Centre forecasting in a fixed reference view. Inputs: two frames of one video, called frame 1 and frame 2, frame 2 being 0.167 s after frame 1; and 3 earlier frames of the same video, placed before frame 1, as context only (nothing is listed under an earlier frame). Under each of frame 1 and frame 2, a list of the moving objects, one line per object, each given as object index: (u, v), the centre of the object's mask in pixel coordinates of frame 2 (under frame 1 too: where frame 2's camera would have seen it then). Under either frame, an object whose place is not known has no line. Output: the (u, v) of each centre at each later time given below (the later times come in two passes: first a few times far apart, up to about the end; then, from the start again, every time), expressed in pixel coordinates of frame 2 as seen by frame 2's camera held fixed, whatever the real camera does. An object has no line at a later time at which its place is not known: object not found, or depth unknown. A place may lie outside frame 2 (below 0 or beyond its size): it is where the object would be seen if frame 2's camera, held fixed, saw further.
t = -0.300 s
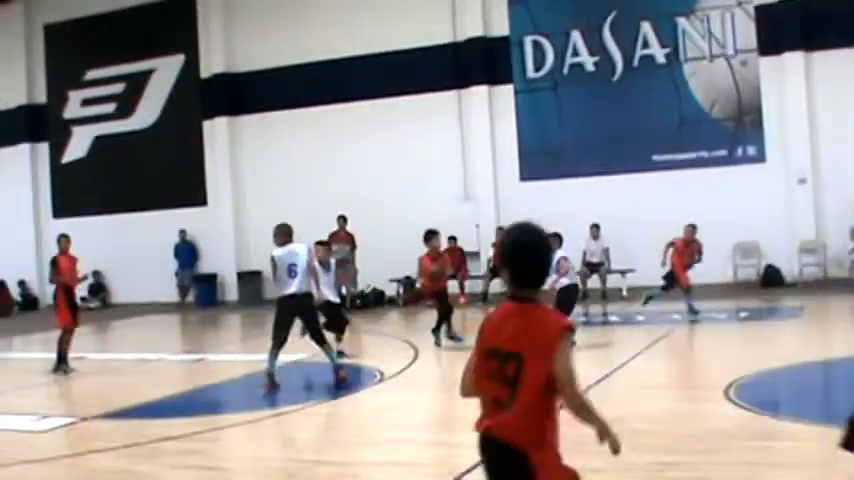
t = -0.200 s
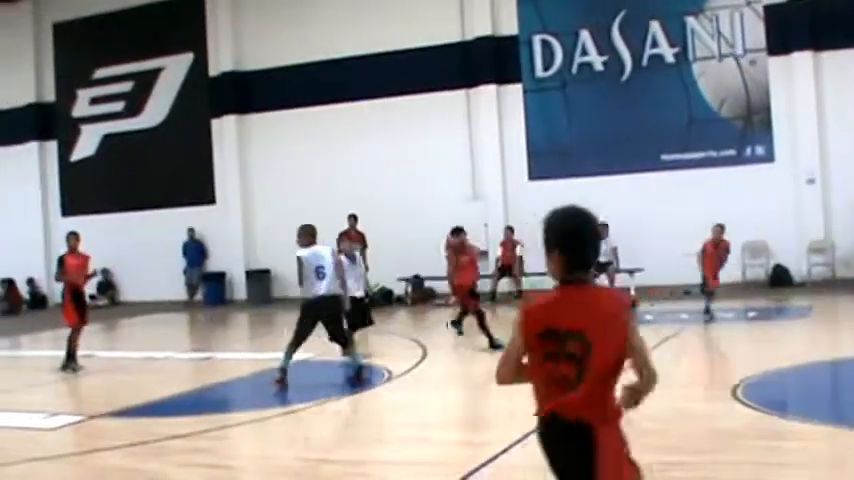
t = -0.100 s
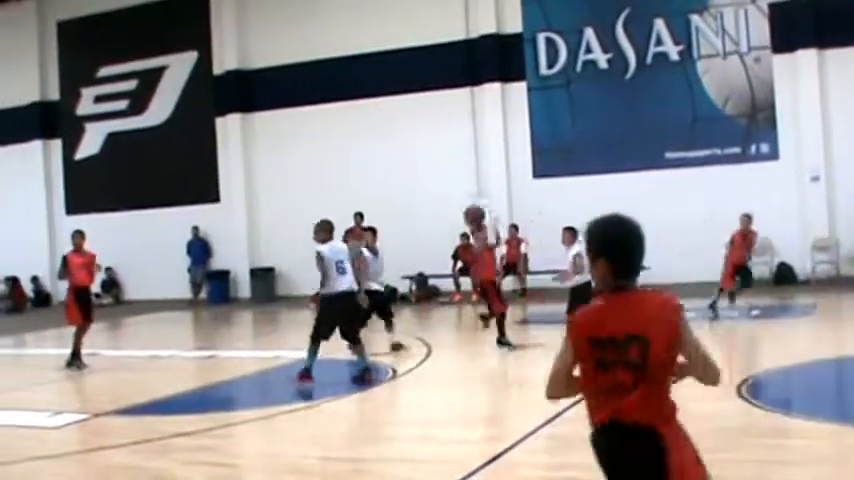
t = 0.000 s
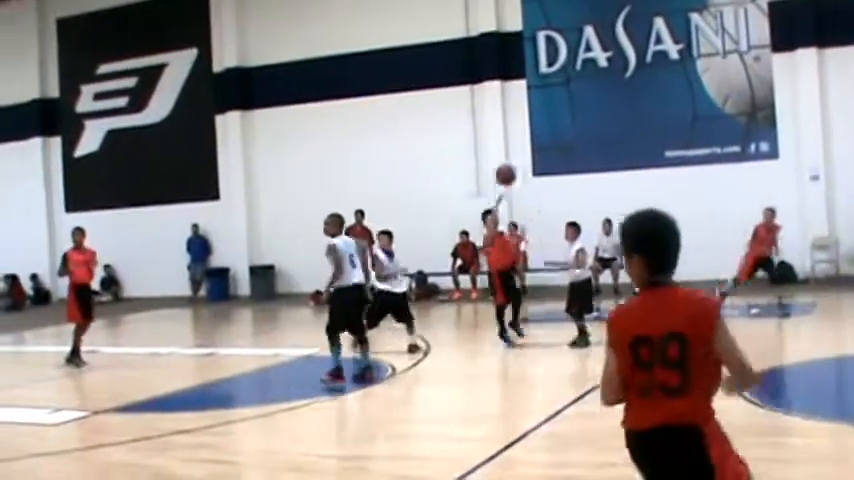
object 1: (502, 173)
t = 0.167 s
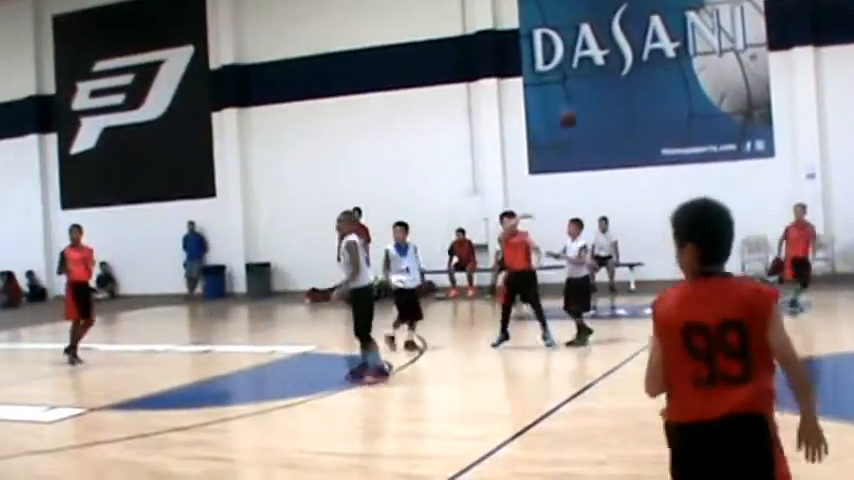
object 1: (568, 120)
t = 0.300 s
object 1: (624, 95)
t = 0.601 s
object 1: (753, 100)
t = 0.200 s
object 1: (583, 111)
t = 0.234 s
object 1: (596, 105)
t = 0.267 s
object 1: (609, 103)
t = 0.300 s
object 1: (624, 95)
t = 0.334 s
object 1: (635, 92)
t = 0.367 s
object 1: (651, 90)
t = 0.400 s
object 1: (665, 87)
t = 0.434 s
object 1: (680, 87)
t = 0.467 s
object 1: (695, 87)
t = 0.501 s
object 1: (708, 88)
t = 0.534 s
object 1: (723, 91)
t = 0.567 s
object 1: (738, 94)
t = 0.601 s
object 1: (753, 100)
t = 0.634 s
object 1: (770, 106)
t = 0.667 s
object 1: (782, 111)
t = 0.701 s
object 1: (796, 119)
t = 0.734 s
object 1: (812, 128)
